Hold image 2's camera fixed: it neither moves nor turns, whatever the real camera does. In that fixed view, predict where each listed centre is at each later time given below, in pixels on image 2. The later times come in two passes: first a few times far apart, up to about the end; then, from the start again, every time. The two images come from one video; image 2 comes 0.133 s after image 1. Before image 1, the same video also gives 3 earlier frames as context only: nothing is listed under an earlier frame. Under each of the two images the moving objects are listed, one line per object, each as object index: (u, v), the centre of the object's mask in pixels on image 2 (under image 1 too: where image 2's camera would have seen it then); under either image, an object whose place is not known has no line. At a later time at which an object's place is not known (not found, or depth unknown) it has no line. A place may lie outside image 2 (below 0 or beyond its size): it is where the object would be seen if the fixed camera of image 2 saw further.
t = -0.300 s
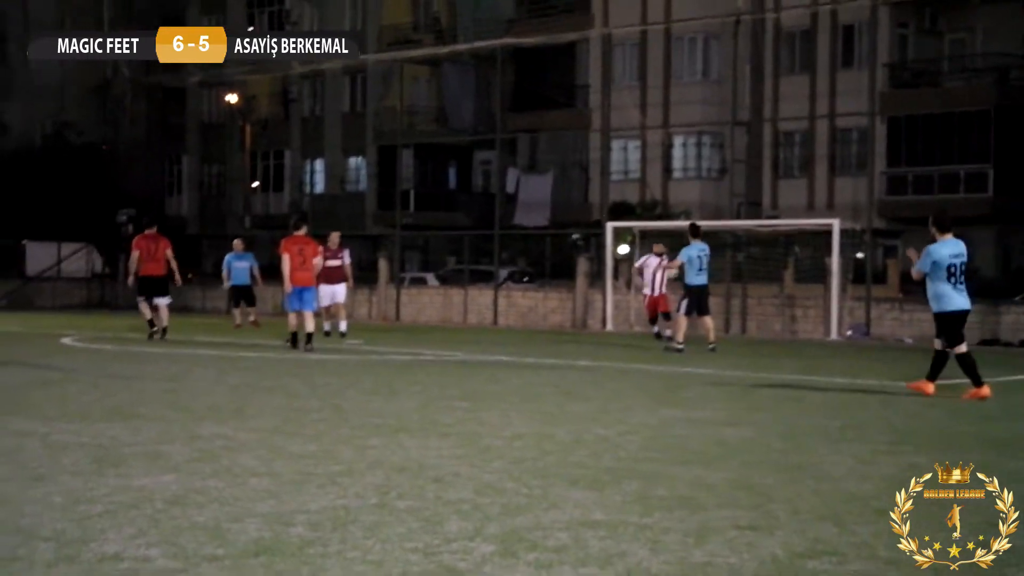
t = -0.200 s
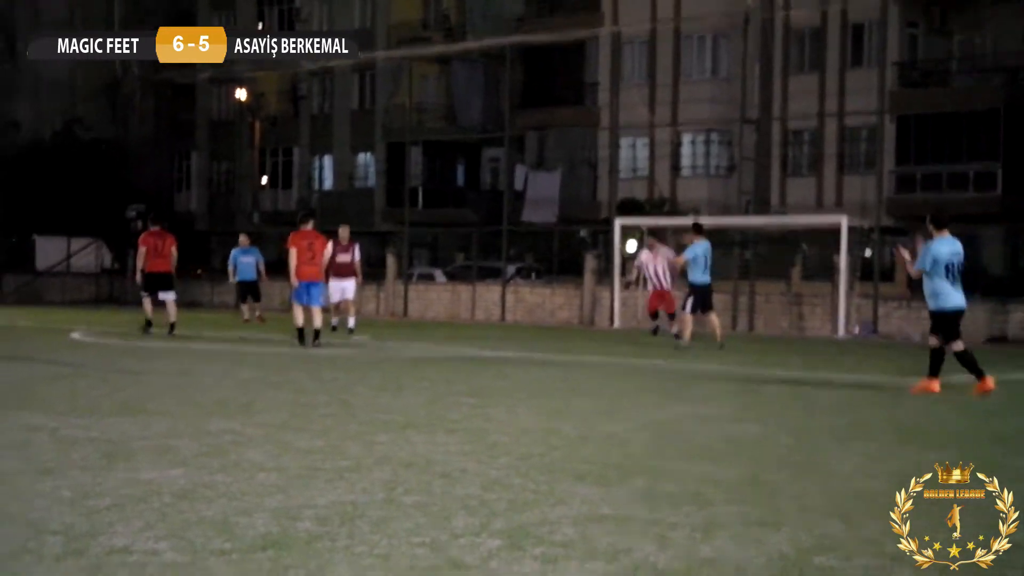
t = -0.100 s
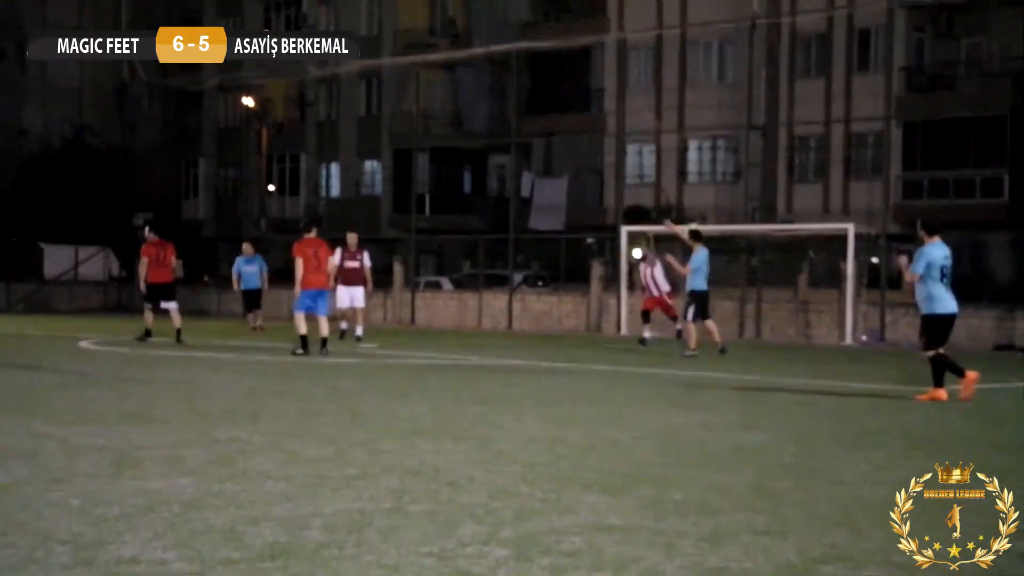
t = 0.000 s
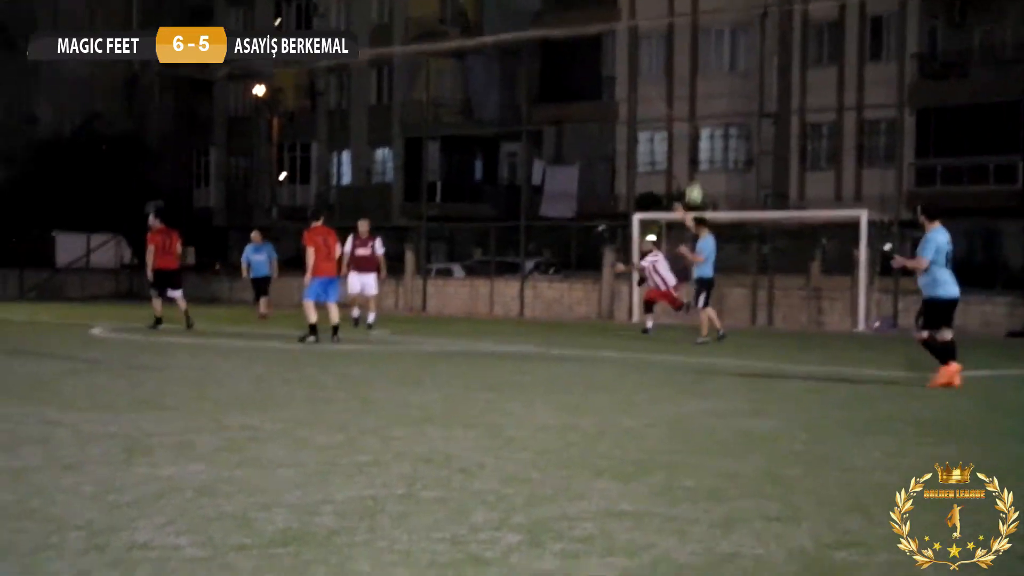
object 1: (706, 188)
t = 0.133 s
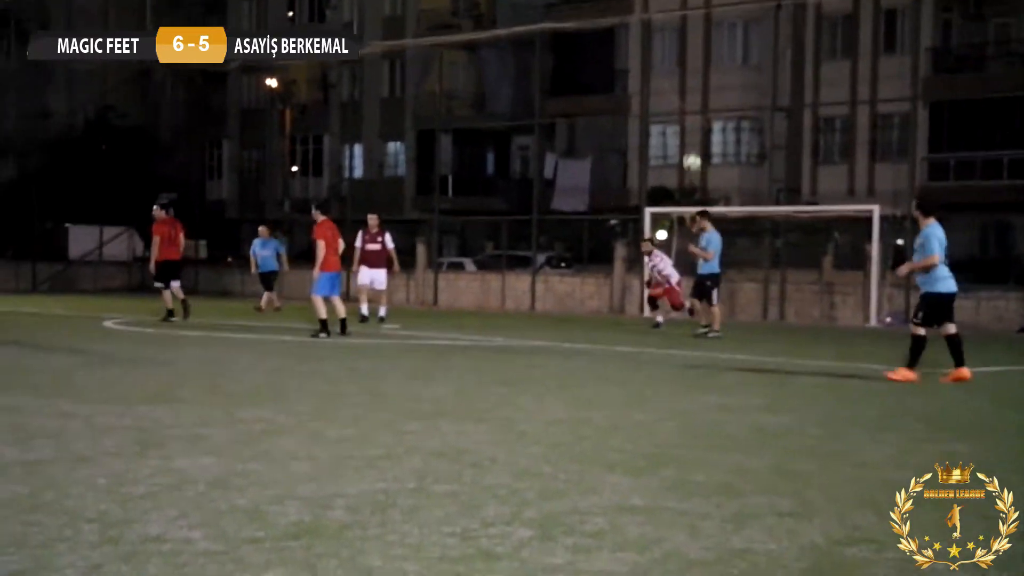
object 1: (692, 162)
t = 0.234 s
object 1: (683, 150)
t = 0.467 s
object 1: (660, 153)
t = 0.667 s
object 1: (640, 200)
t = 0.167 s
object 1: (689, 157)
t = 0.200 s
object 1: (686, 154)
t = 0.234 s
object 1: (683, 150)
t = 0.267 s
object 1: (679, 148)
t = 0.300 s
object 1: (676, 146)
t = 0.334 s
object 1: (673, 146)
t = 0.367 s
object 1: (671, 146)
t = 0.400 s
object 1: (667, 147)
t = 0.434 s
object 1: (663, 149)
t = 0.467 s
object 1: (660, 153)
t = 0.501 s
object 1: (657, 157)
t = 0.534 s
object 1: (653, 162)
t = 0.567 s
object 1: (651, 170)
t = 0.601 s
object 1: (647, 178)
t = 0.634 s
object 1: (643, 188)
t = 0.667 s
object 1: (640, 200)
